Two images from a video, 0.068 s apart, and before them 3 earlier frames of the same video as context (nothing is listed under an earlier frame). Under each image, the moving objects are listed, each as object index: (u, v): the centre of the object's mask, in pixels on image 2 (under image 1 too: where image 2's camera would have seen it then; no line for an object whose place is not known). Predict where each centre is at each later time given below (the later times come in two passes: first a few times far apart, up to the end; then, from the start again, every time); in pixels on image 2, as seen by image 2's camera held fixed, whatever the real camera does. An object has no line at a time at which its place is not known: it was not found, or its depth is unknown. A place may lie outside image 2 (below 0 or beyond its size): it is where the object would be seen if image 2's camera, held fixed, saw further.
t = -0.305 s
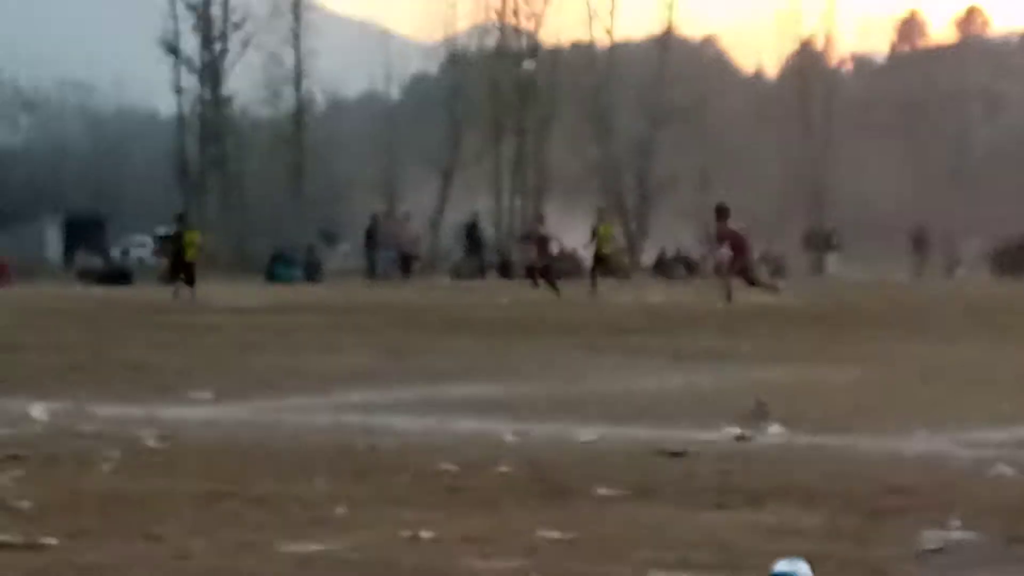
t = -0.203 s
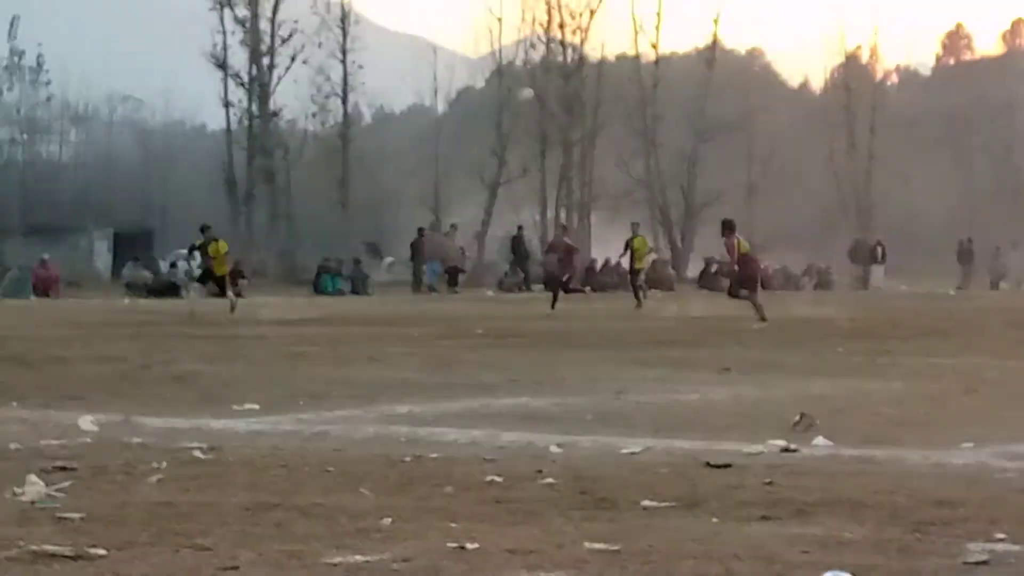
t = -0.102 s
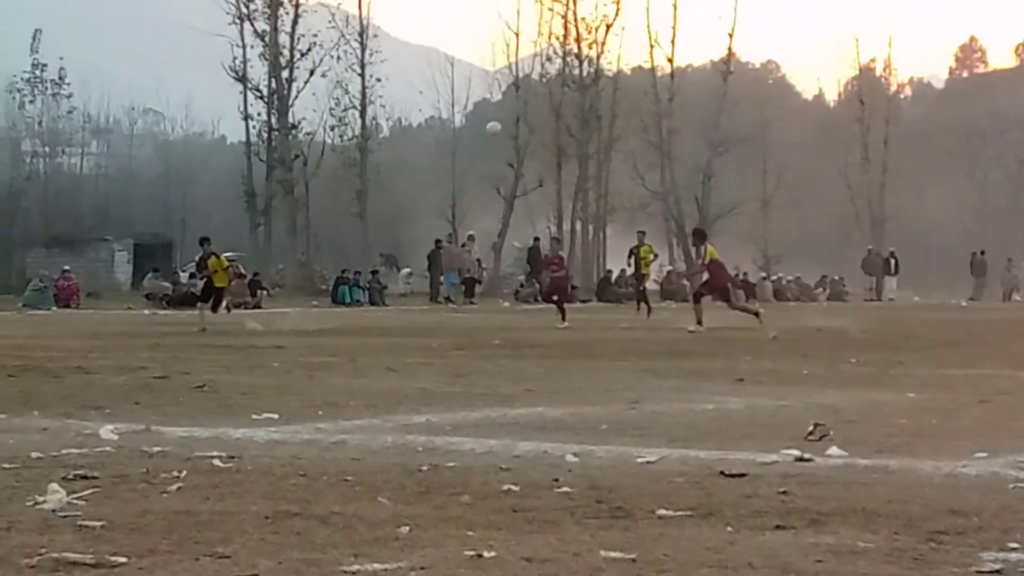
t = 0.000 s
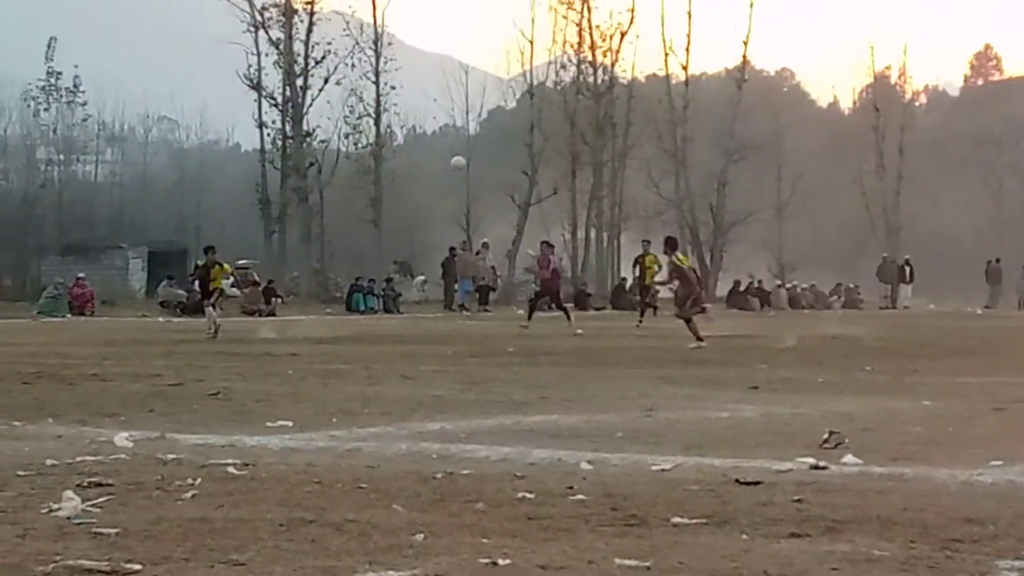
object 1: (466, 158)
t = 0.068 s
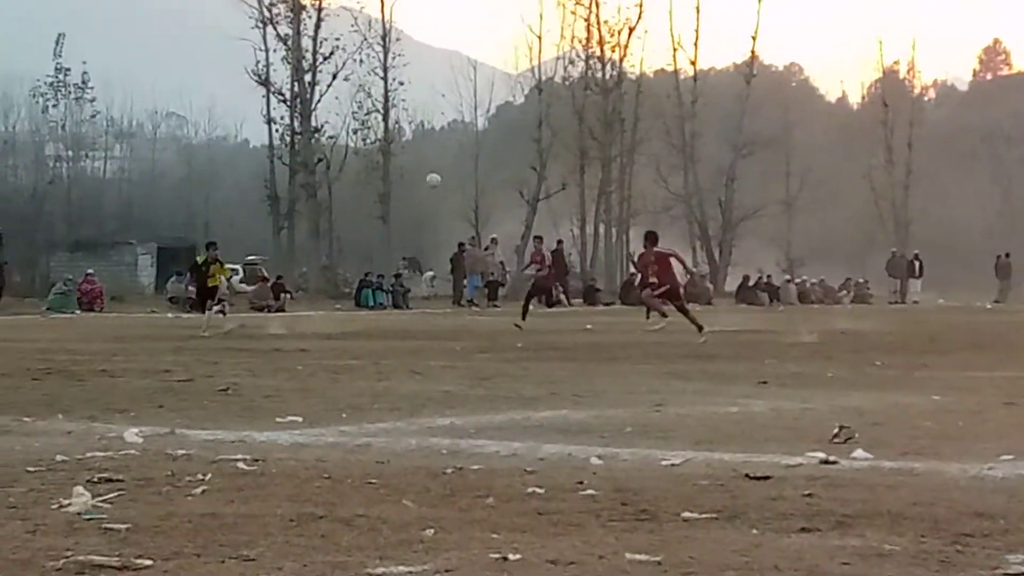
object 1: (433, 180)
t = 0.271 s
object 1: (331, 265)
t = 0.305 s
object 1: (313, 283)
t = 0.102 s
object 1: (416, 192)
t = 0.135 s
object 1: (399, 205)
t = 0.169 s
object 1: (382, 219)
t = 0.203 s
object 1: (365, 233)
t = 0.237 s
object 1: (348, 249)
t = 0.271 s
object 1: (331, 265)
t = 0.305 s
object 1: (313, 283)
